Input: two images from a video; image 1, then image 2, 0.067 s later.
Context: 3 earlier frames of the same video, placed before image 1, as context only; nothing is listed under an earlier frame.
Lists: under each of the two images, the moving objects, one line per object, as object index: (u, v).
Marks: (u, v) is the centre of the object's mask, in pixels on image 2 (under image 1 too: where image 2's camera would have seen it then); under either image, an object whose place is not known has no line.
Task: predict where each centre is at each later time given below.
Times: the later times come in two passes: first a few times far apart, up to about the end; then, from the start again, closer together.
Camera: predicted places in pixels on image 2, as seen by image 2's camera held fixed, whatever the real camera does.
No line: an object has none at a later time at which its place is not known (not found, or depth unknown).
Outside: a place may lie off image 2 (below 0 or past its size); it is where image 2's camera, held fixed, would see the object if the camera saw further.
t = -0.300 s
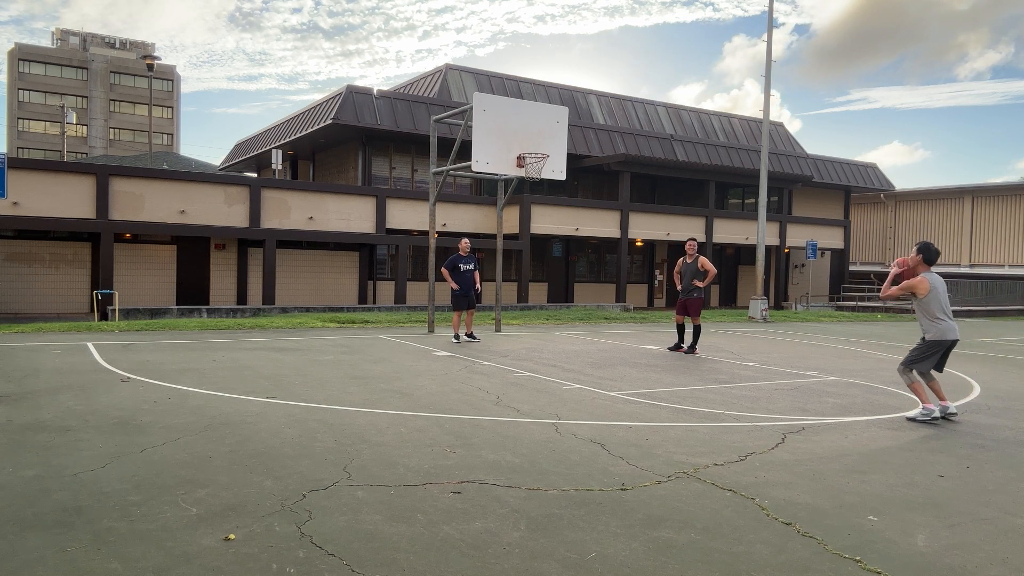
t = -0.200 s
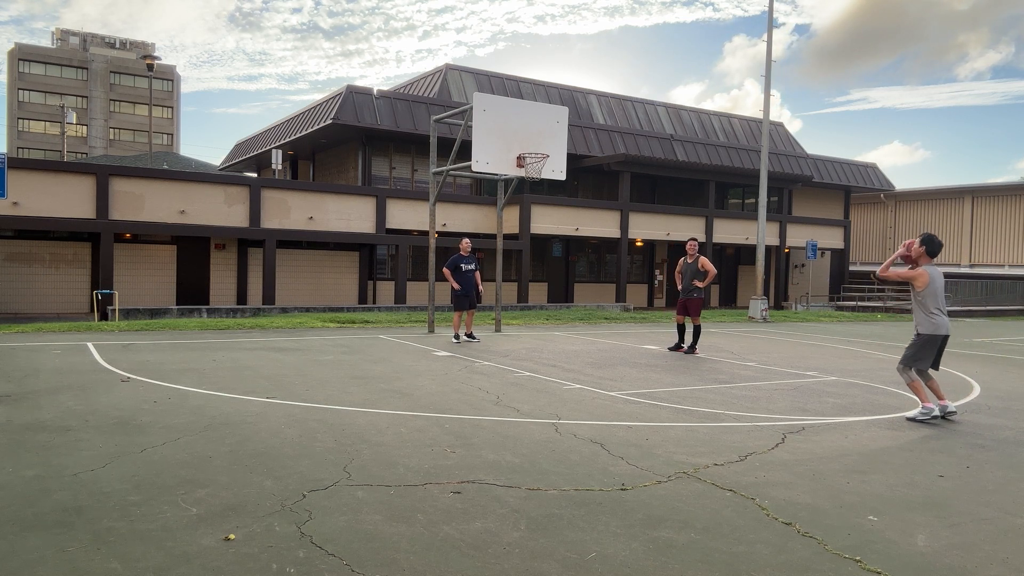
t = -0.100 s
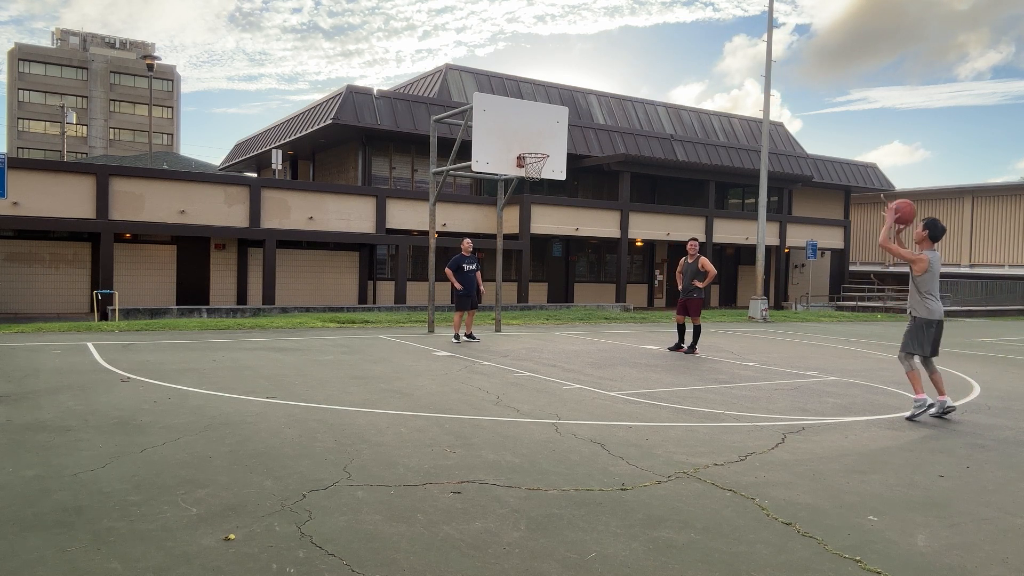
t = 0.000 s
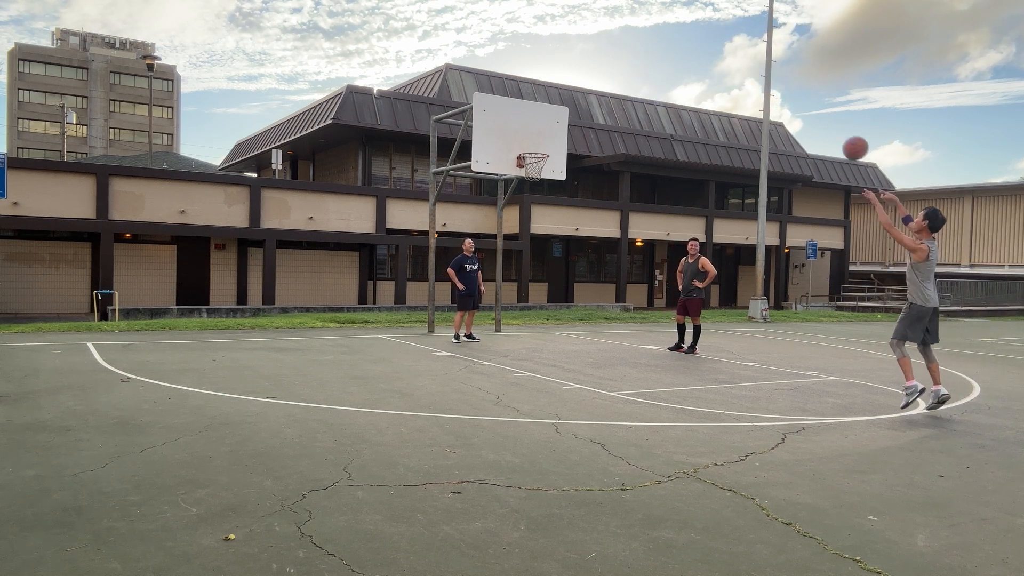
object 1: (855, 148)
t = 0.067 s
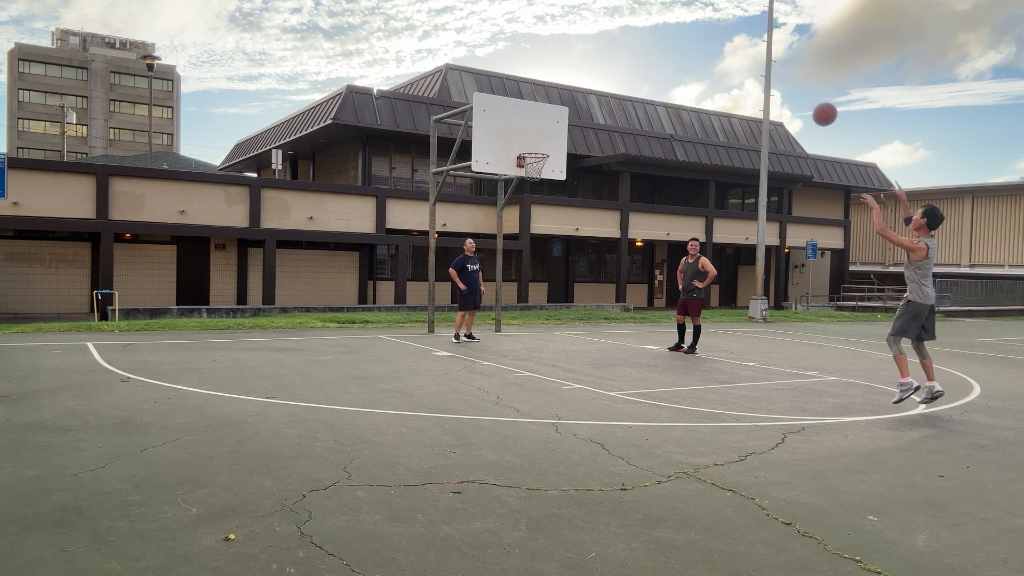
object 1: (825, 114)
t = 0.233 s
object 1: (756, 58)
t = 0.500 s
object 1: (666, 30)
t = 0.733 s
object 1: (601, 53)
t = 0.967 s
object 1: (547, 107)
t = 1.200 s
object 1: (512, 128)
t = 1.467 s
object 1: (518, 103)
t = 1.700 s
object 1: (525, 117)
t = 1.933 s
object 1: (532, 168)
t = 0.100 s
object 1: (810, 100)
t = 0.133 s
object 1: (796, 87)
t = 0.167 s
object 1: (783, 76)
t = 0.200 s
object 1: (769, 66)
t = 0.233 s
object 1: (756, 58)
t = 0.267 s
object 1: (744, 51)
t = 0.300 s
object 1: (732, 45)
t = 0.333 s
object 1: (720, 40)
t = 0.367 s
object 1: (709, 36)
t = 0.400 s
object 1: (698, 33)
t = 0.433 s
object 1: (687, 31)
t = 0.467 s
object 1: (676, 30)
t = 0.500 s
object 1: (666, 30)
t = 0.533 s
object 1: (656, 31)
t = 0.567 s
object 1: (646, 33)
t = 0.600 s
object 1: (637, 35)
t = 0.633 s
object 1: (628, 39)
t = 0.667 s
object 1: (619, 43)
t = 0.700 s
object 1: (610, 47)
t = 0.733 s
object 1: (601, 53)
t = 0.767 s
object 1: (593, 59)
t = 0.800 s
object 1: (585, 66)
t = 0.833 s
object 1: (577, 73)
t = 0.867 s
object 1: (569, 81)
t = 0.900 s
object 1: (562, 89)
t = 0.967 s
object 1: (547, 107)
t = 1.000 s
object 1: (540, 117)
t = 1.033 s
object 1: (533, 128)
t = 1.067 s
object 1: (527, 138)
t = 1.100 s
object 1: (521, 146)
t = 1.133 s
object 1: (518, 140)
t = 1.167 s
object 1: (515, 133)
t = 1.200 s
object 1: (512, 128)
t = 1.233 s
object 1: (510, 123)
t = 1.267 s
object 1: (511, 118)
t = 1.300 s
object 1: (512, 114)
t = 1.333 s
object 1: (513, 110)
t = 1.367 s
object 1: (514, 107)
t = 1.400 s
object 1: (516, 105)
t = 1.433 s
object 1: (517, 104)
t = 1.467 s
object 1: (518, 103)
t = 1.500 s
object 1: (519, 103)
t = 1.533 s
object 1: (520, 103)
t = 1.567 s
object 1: (521, 104)
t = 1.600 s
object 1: (522, 106)
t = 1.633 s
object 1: (523, 109)
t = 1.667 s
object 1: (524, 113)
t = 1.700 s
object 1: (525, 117)
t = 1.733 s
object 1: (526, 122)
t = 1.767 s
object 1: (527, 128)
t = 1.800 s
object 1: (528, 134)
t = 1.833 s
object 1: (529, 141)
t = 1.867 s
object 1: (530, 149)
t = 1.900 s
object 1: (530, 158)
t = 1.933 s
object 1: (532, 168)
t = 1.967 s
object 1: (533, 178)
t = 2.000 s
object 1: (534, 189)
